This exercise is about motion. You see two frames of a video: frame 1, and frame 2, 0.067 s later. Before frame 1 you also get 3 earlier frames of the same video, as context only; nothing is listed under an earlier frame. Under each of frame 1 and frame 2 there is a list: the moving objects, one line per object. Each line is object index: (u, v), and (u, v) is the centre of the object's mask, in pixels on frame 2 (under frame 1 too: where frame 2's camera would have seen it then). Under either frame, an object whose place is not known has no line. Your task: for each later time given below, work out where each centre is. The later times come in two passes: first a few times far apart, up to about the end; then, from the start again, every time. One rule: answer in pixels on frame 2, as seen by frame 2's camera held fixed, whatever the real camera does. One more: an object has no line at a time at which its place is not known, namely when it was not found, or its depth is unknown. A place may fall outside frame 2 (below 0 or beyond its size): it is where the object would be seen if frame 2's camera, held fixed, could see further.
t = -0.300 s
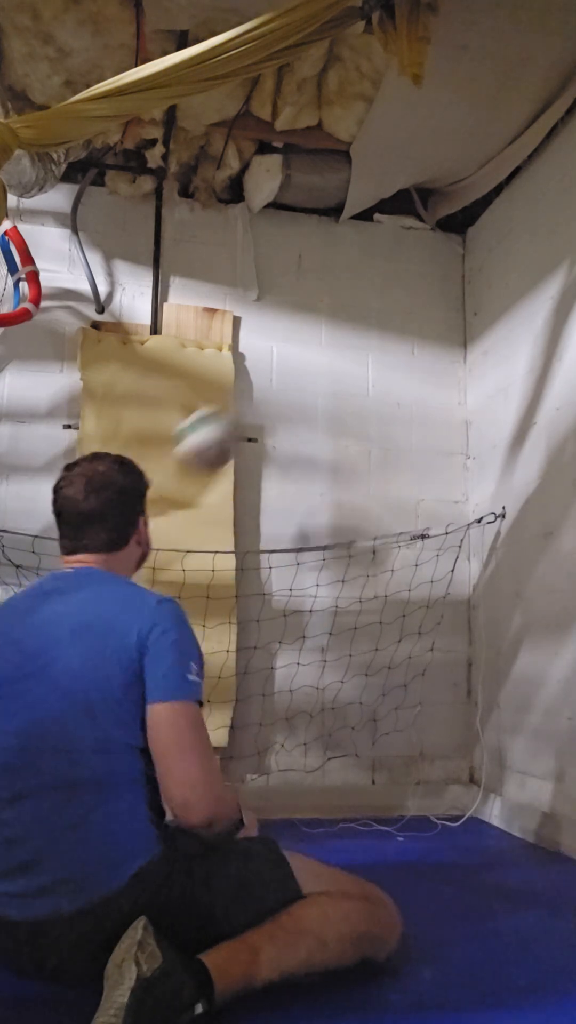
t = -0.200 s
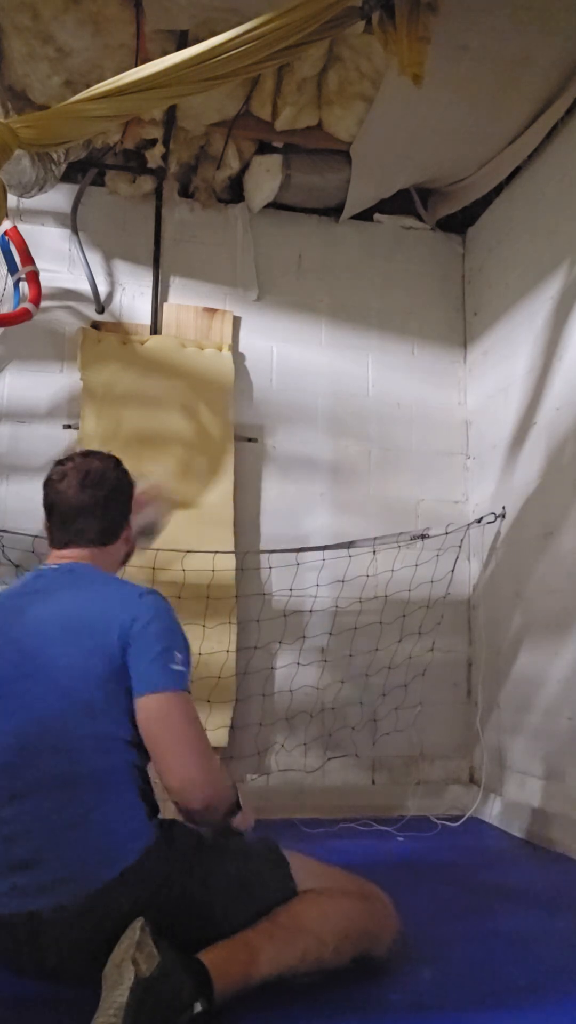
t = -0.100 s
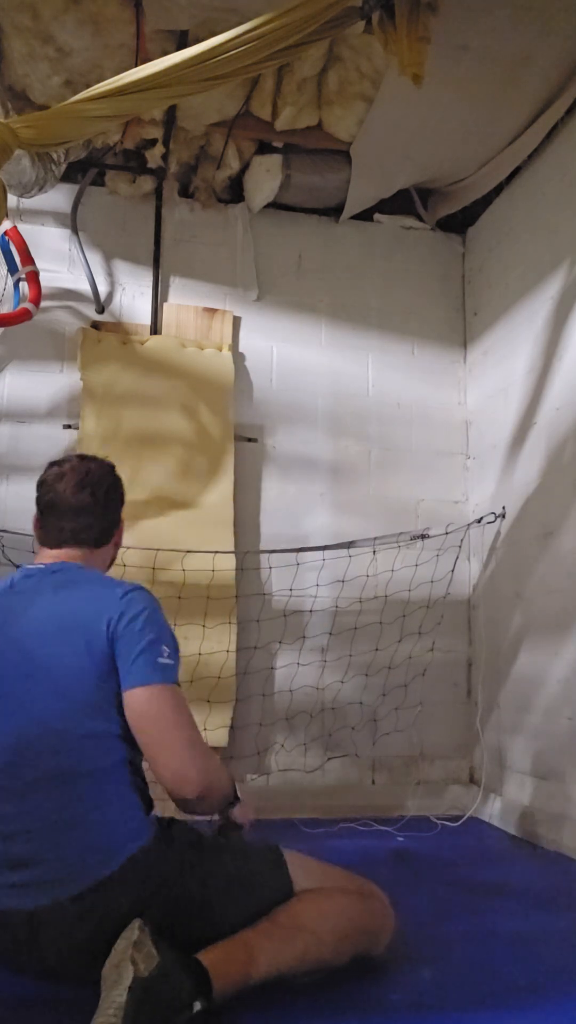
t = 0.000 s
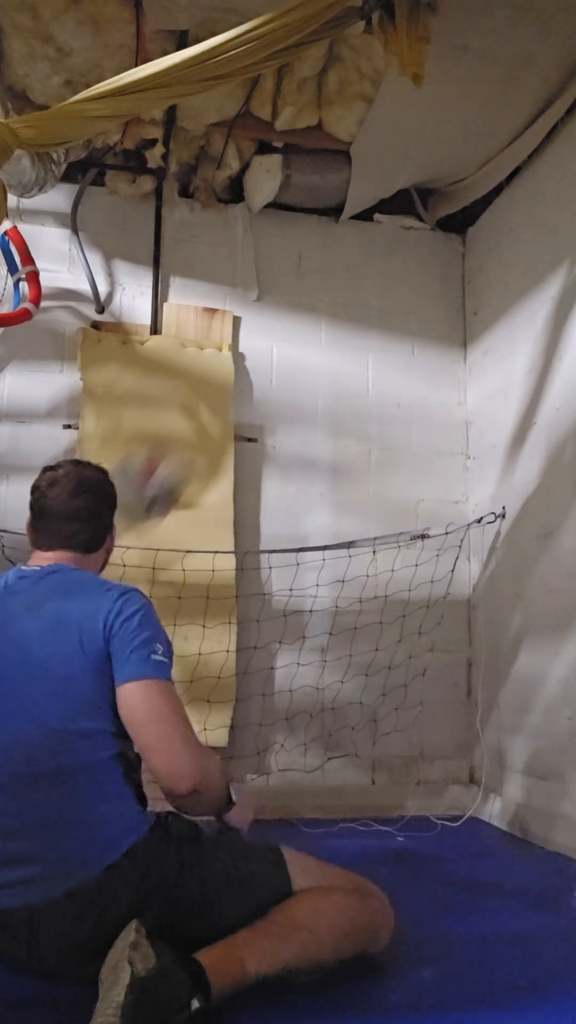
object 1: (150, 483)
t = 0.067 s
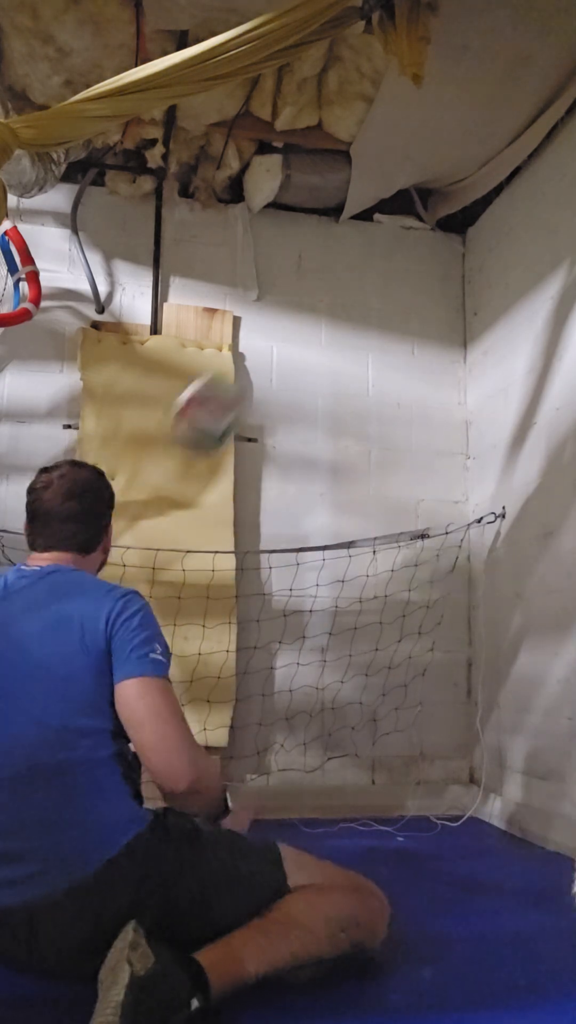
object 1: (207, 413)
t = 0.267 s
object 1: (363, 317)
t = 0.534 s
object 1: (522, 372)
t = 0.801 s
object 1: (366, 503)
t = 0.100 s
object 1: (232, 390)
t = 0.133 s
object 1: (260, 370)
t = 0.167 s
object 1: (292, 348)
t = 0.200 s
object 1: (315, 332)
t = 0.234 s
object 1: (342, 322)
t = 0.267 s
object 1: (363, 317)
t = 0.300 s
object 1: (384, 315)
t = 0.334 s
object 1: (406, 316)
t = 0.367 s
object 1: (427, 316)
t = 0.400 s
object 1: (450, 323)
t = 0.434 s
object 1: (471, 332)
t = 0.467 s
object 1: (492, 342)
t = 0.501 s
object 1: (525, 364)
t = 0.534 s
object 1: (522, 372)
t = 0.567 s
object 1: (498, 377)
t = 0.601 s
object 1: (479, 388)
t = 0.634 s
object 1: (459, 399)
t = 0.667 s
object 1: (439, 416)
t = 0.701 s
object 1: (421, 434)
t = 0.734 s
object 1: (405, 454)
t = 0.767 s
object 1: (383, 480)
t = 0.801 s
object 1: (366, 503)
